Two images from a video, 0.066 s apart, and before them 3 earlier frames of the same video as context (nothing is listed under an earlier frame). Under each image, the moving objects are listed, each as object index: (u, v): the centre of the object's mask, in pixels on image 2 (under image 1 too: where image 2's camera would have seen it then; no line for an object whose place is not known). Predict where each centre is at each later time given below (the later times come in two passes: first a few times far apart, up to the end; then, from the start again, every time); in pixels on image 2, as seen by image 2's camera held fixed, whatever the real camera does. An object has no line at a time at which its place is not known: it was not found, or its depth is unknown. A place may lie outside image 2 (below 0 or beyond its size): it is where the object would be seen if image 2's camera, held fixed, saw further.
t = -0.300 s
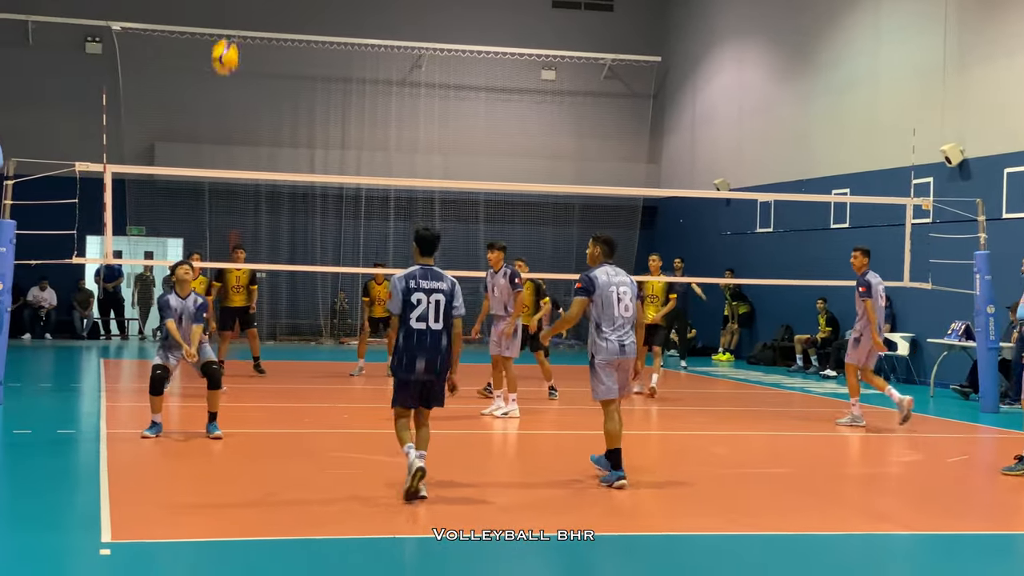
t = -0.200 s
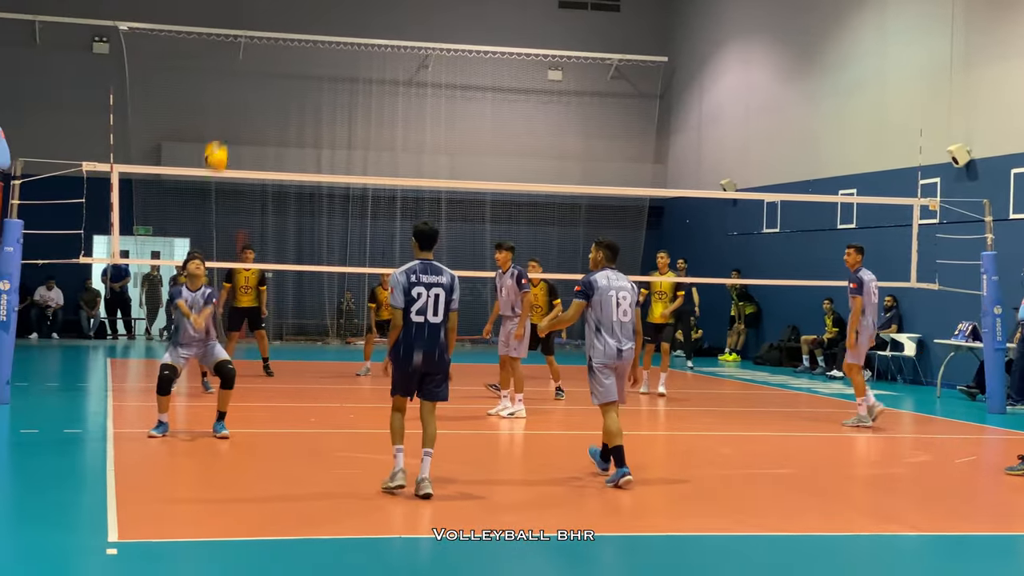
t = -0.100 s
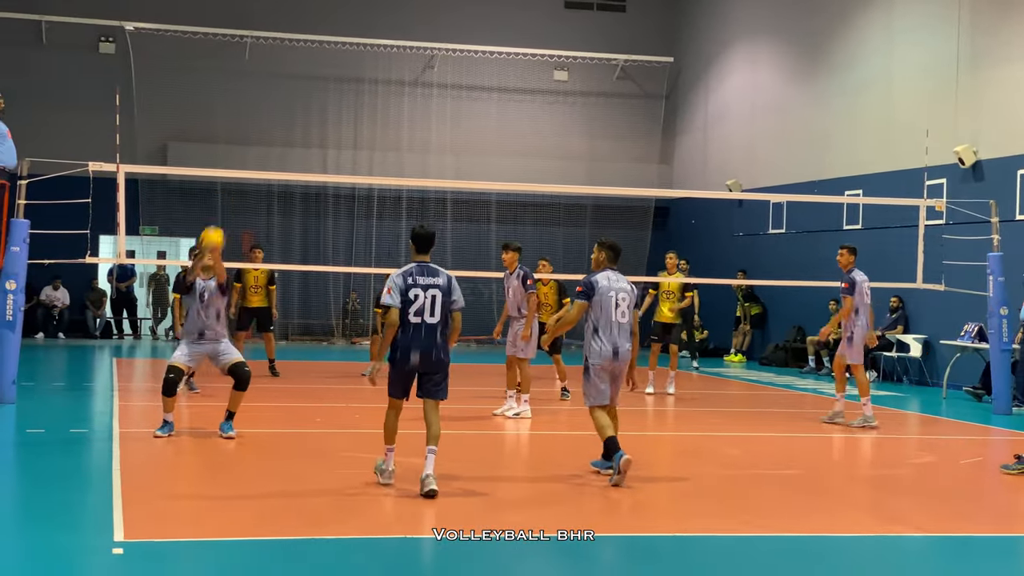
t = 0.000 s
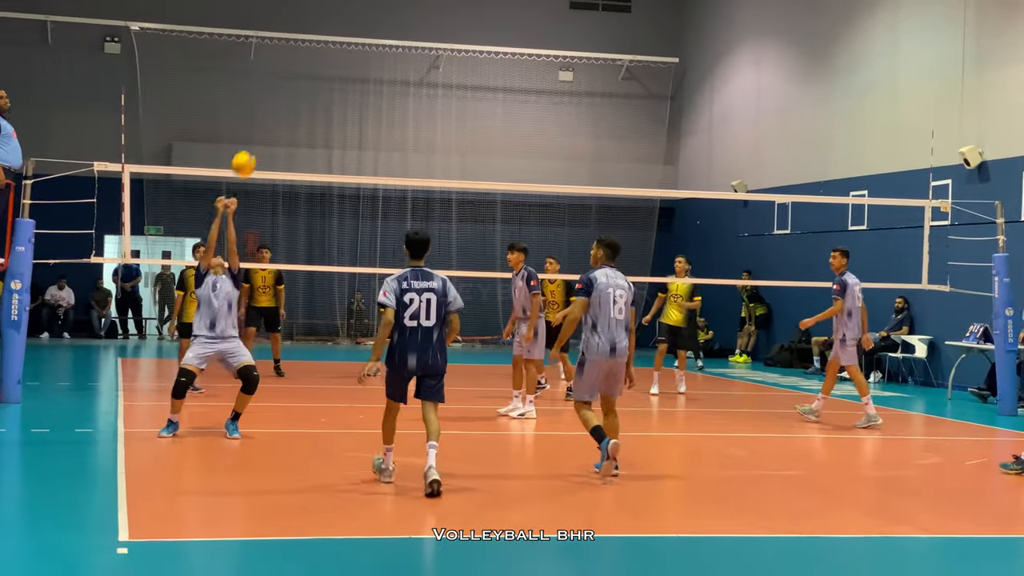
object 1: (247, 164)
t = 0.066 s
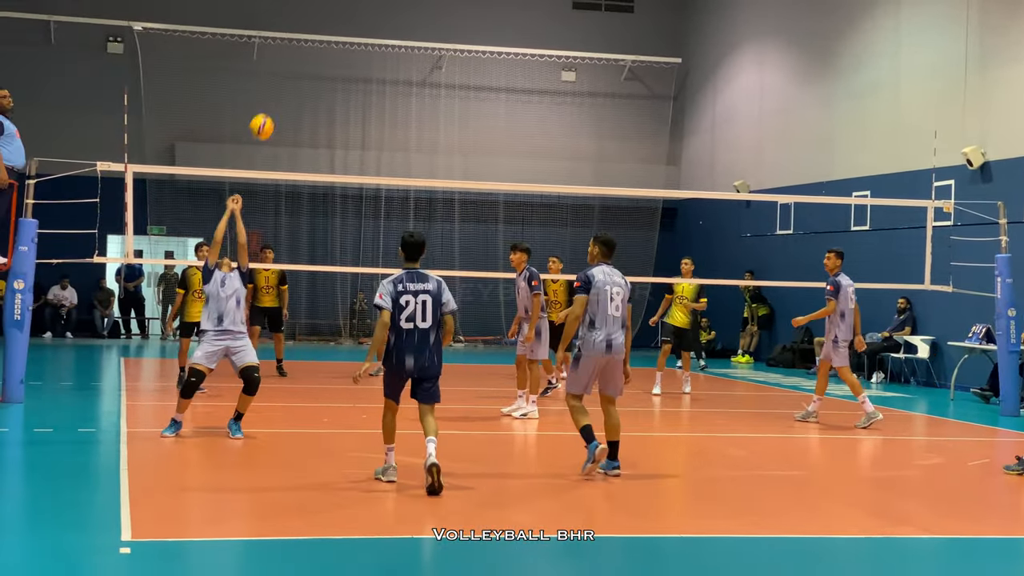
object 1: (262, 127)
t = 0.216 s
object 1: (290, 71)
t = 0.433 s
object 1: (323, 47)
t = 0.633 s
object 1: (345, 67)
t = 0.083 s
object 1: (265, 119)
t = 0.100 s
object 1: (269, 111)
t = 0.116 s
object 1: (272, 104)
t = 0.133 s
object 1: (275, 97)
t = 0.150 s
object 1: (278, 91)
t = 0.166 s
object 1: (281, 86)
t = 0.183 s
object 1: (285, 80)
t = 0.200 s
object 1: (288, 75)
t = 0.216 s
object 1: (290, 71)
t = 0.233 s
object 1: (293, 67)
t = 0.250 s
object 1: (296, 63)
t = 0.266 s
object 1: (299, 60)
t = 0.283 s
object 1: (302, 57)
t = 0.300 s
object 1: (304, 55)
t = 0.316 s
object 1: (307, 52)
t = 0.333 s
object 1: (309, 51)
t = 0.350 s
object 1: (312, 49)
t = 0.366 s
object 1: (314, 48)
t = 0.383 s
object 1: (316, 47)
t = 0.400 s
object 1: (319, 47)
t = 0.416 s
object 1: (321, 47)
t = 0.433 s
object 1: (323, 47)
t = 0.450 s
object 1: (325, 47)
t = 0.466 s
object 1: (327, 48)
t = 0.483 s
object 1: (329, 49)
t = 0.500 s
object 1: (331, 50)
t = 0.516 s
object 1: (333, 51)
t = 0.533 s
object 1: (335, 53)
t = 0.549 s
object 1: (337, 54)
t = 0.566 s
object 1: (338, 57)
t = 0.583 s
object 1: (340, 59)
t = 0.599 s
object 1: (341, 62)
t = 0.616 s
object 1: (344, 65)
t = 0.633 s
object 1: (345, 67)
